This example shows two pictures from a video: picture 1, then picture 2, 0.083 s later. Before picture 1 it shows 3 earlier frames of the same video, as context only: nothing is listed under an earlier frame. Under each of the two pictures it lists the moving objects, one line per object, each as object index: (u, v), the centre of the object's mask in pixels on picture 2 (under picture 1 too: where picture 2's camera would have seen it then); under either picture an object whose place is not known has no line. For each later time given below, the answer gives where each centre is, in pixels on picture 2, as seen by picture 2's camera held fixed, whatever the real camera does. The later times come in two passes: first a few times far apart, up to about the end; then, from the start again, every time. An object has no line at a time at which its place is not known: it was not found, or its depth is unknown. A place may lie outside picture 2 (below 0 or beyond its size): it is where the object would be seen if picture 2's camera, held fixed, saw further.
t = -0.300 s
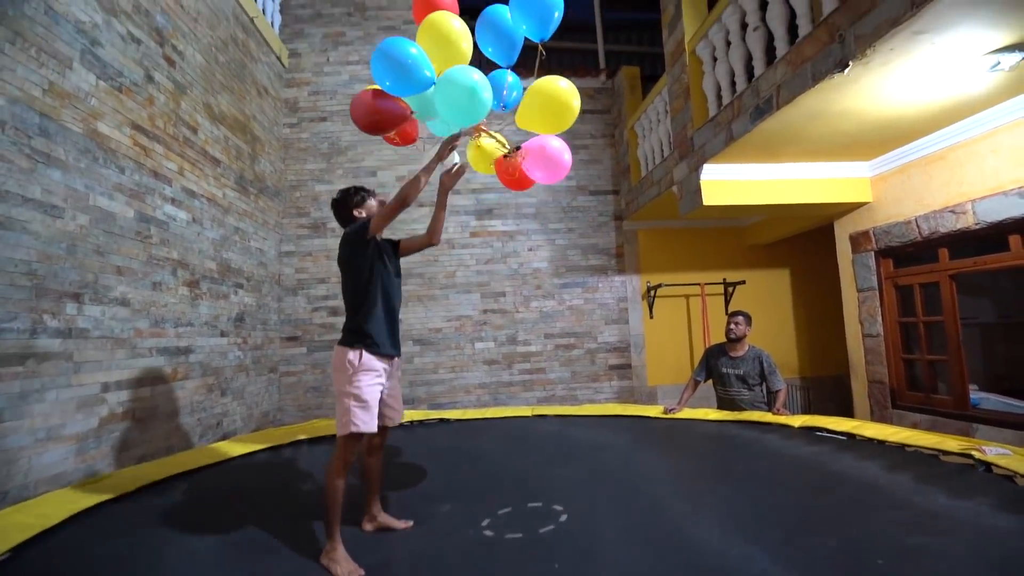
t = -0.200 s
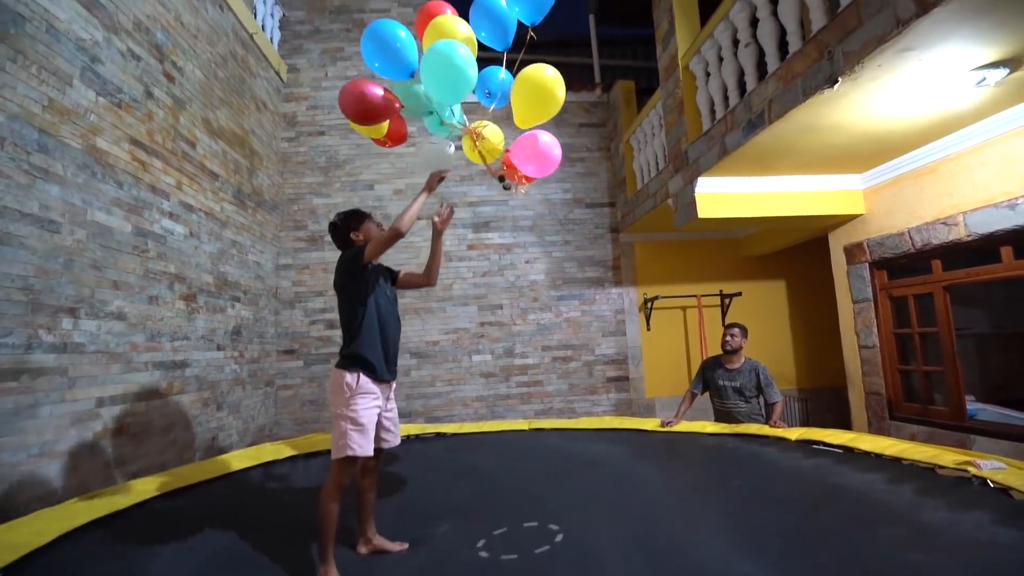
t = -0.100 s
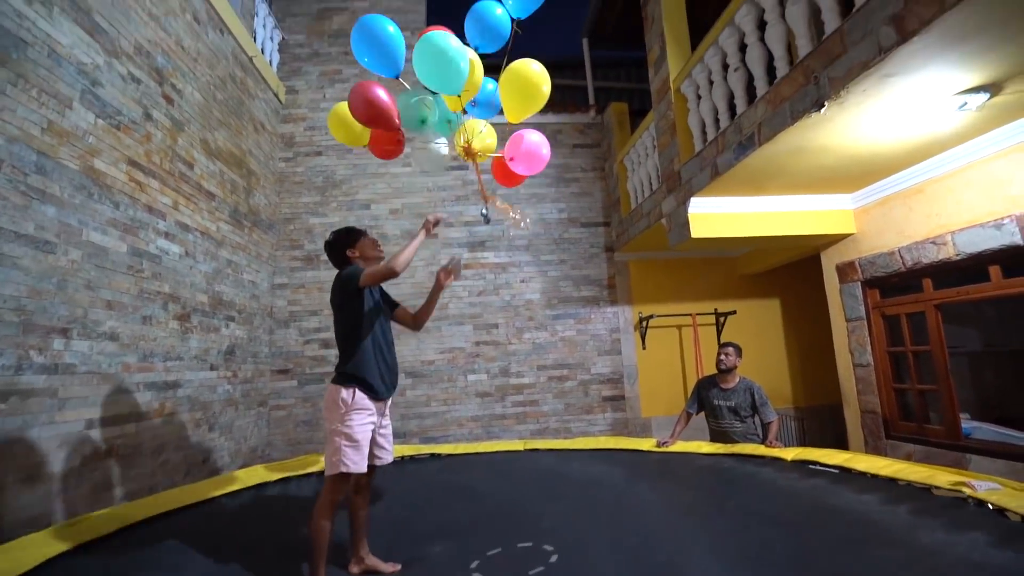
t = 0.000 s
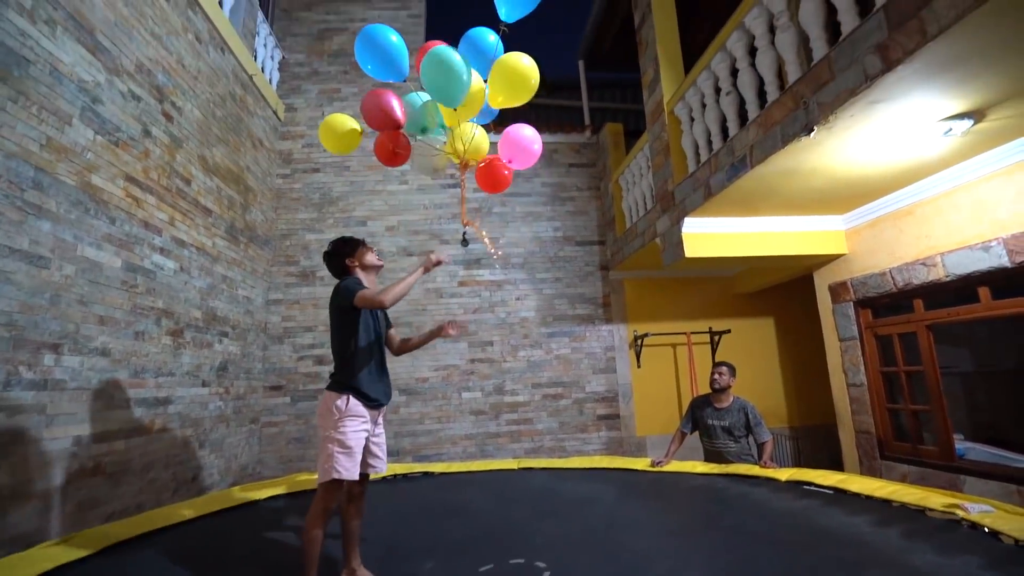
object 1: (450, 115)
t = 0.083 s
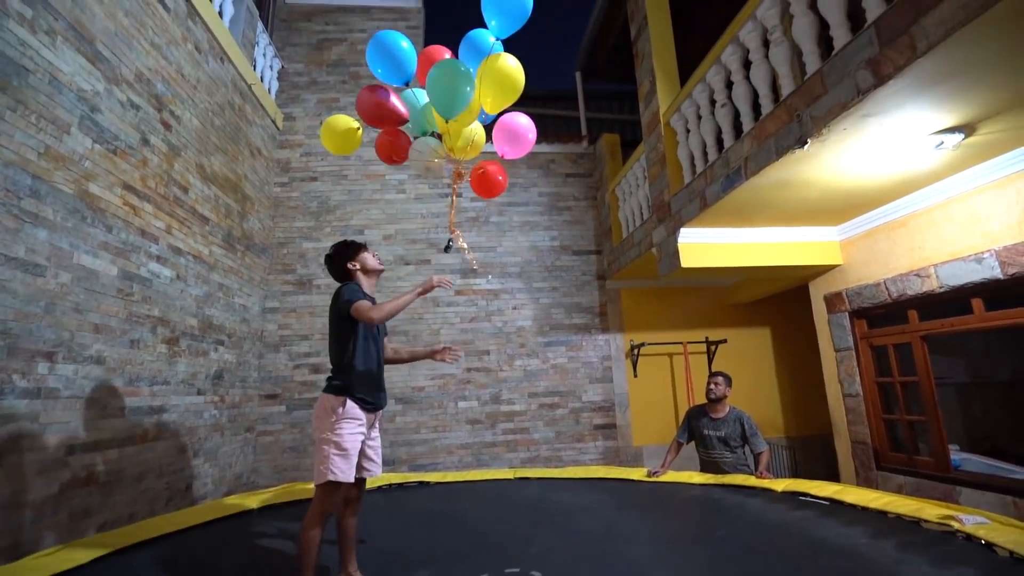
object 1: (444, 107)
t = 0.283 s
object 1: (441, 91)
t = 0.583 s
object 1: (435, 59)
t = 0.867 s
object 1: (437, 20)
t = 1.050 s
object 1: (435, 1)
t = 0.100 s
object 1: (445, 105)
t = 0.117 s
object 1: (445, 104)
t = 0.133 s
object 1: (449, 96)
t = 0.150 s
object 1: (449, 95)
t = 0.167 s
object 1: (451, 98)
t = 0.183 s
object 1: (451, 97)
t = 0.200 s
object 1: (451, 96)
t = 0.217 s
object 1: (450, 95)
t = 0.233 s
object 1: (450, 93)
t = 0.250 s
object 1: (442, 93)
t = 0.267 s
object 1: (442, 92)
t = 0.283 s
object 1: (441, 91)
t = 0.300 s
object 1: (441, 89)
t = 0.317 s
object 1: (441, 88)
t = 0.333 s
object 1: (440, 84)
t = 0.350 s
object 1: (440, 83)
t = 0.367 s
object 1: (440, 81)
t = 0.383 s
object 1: (440, 80)
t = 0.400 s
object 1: (440, 78)
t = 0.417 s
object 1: (439, 77)
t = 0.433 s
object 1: (438, 76)
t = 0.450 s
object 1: (438, 75)
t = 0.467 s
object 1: (437, 73)
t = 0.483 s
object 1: (437, 71)
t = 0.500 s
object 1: (437, 69)
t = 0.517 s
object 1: (436, 67)
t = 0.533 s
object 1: (436, 65)
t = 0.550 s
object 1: (435, 63)
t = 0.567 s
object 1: (435, 61)
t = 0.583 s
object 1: (435, 59)
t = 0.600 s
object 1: (435, 57)
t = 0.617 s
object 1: (435, 55)
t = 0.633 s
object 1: (435, 53)
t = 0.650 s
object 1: (435, 50)
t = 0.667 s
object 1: (435, 48)
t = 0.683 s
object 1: (435, 45)
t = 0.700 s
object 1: (435, 44)
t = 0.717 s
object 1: (435, 41)
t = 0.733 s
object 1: (435, 38)
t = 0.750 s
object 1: (435, 35)
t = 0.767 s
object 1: (435, 33)
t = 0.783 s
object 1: (436, 30)
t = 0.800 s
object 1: (436, 28)
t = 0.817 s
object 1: (436, 26)
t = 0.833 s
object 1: (437, 24)
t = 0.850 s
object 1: (437, 21)
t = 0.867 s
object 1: (437, 20)
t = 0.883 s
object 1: (437, 19)
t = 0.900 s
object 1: (437, 17)
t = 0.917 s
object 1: (437, 16)
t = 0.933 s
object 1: (437, 14)
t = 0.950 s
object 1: (437, 12)
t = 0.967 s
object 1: (436, 10)
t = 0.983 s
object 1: (436, 9)
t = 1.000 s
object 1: (436, 7)
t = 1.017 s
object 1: (436, 5)
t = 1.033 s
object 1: (435, 3)
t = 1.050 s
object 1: (435, 1)
